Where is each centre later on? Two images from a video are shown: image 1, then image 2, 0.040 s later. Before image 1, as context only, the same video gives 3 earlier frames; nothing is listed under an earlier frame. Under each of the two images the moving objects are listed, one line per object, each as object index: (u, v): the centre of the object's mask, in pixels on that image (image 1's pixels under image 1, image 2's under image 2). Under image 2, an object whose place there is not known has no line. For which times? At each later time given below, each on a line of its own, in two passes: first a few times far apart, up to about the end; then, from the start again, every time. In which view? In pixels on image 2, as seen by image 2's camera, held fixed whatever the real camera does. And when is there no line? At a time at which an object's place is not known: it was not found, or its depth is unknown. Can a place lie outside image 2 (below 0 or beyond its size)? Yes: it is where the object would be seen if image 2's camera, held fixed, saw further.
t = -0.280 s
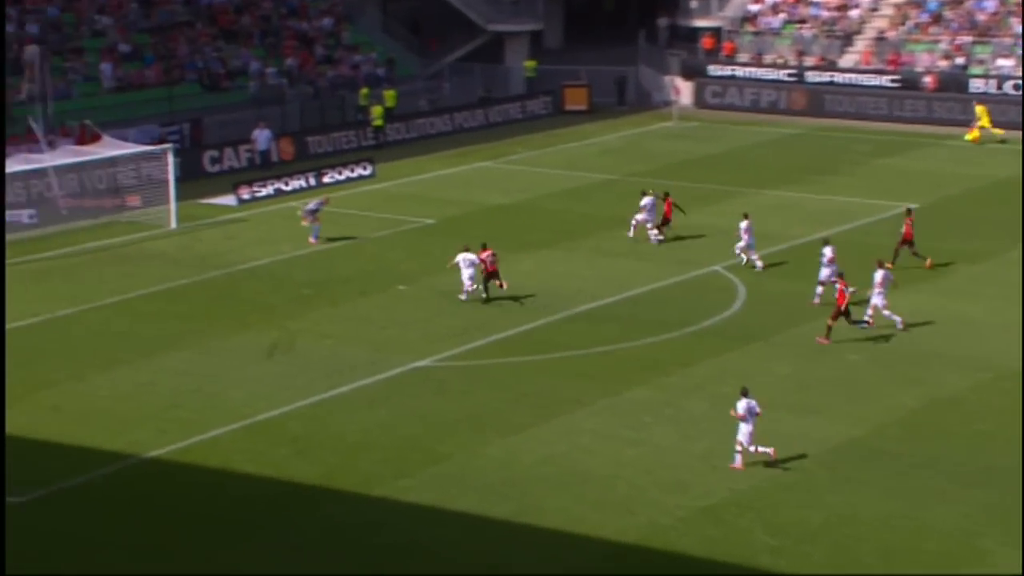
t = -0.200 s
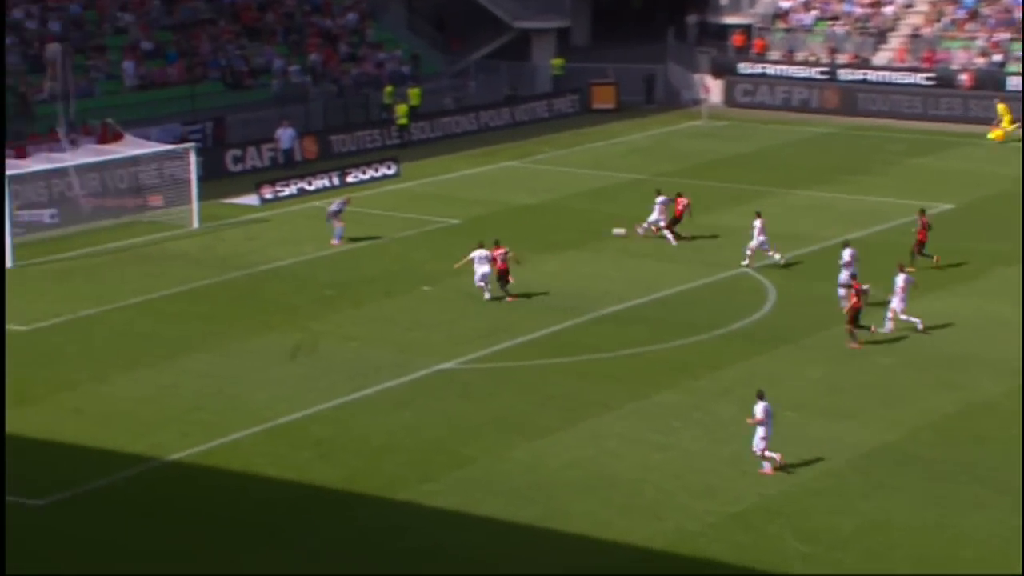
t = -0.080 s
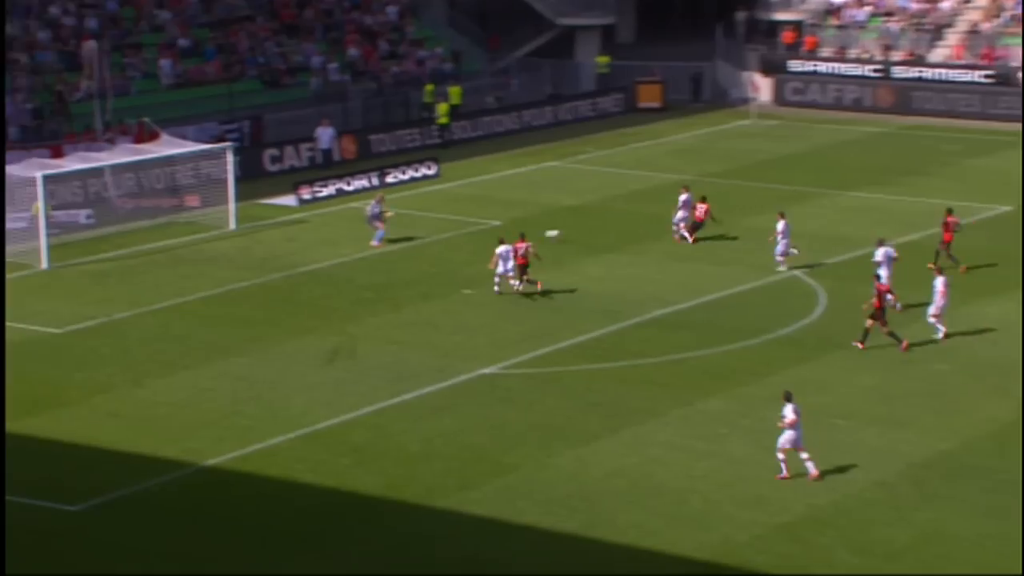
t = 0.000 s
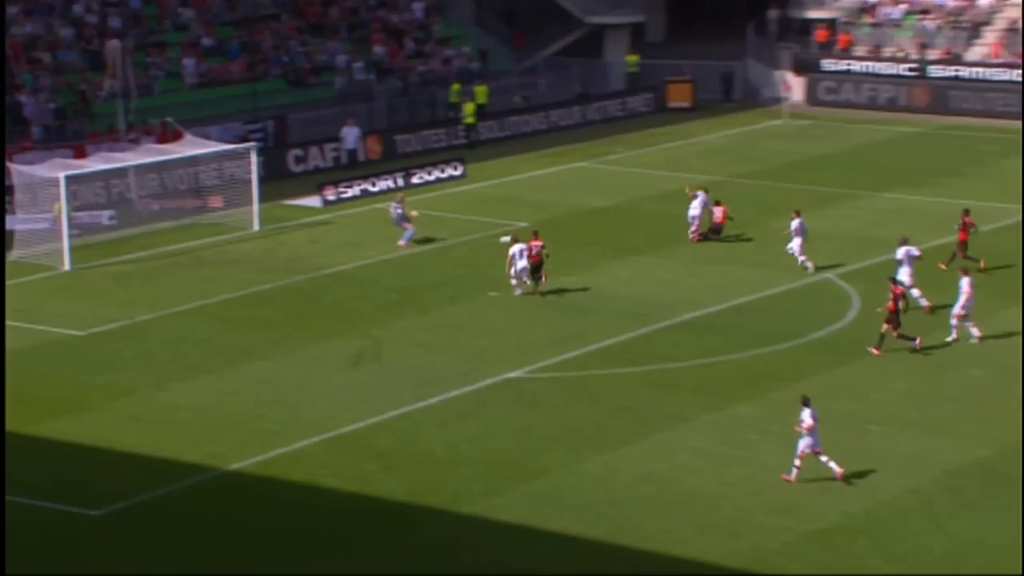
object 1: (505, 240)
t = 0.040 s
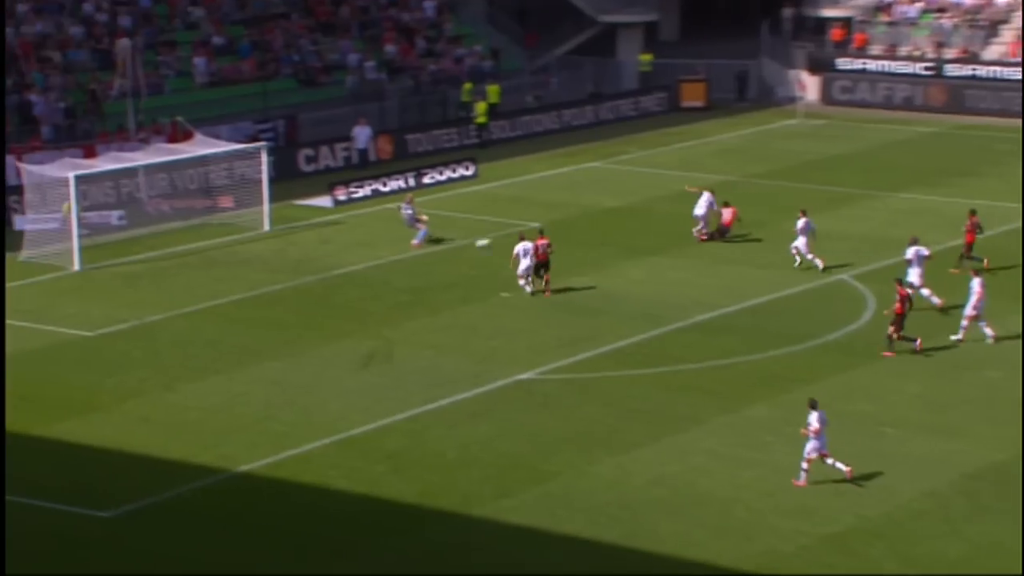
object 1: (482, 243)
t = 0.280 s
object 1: (293, 246)
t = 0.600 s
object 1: (75, 267)
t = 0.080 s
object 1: (448, 244)
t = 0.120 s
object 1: (415, 244)
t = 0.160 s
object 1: (385, 243)
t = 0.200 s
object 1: (354, 243)
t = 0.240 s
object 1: (323, 244)
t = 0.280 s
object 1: (293, 246)
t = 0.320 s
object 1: (262, 249)
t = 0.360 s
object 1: (233, 252)
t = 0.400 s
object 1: (202, 258)
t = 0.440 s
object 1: (172, 262)
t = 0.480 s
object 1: (145, 262)
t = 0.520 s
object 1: (117, 262)
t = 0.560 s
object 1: (90, 265)
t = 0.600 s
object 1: (75, 267)
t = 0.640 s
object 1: (69, 268)
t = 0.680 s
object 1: (64, 271)
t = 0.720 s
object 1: (59, 275)
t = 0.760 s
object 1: (53, 280)
